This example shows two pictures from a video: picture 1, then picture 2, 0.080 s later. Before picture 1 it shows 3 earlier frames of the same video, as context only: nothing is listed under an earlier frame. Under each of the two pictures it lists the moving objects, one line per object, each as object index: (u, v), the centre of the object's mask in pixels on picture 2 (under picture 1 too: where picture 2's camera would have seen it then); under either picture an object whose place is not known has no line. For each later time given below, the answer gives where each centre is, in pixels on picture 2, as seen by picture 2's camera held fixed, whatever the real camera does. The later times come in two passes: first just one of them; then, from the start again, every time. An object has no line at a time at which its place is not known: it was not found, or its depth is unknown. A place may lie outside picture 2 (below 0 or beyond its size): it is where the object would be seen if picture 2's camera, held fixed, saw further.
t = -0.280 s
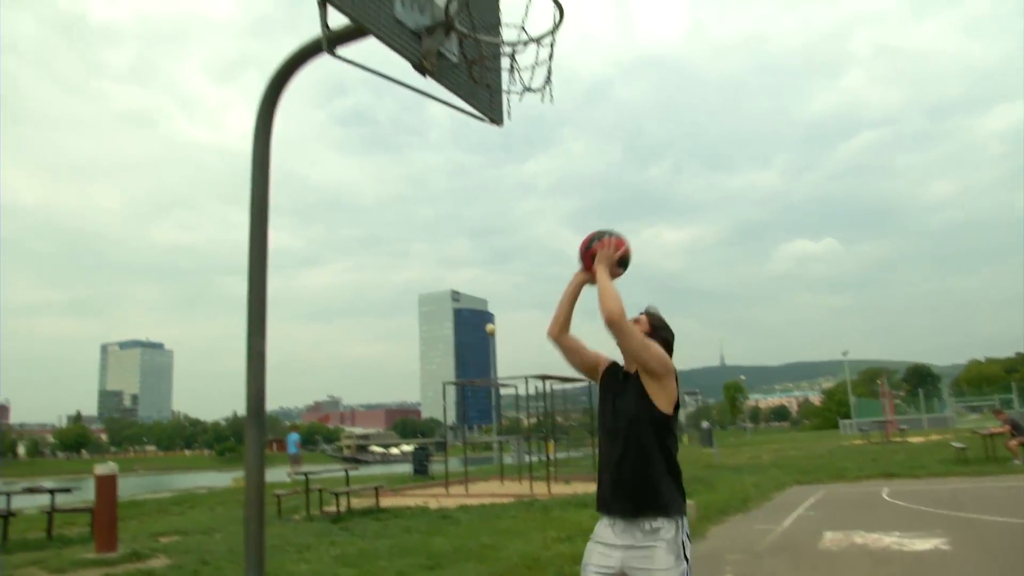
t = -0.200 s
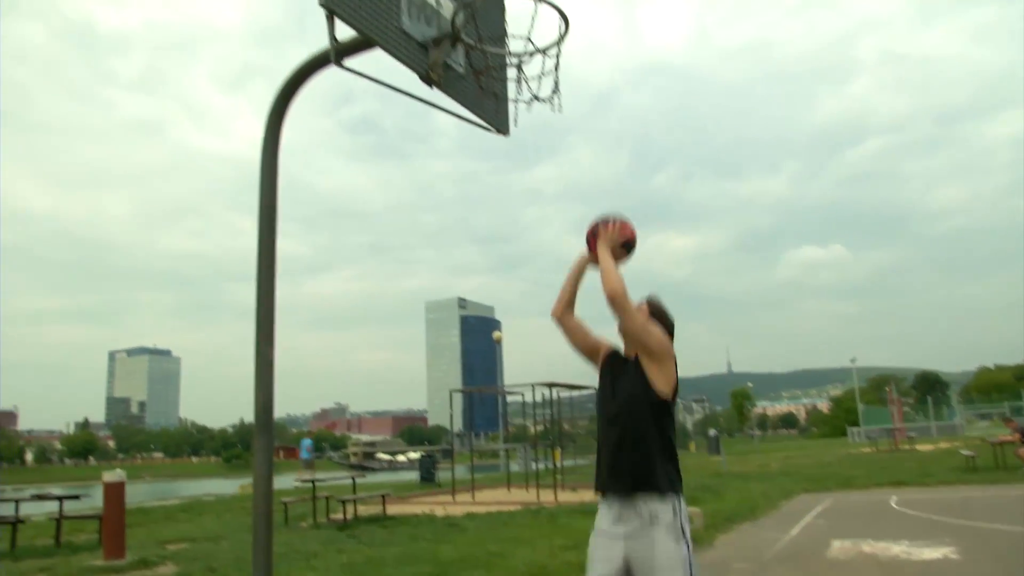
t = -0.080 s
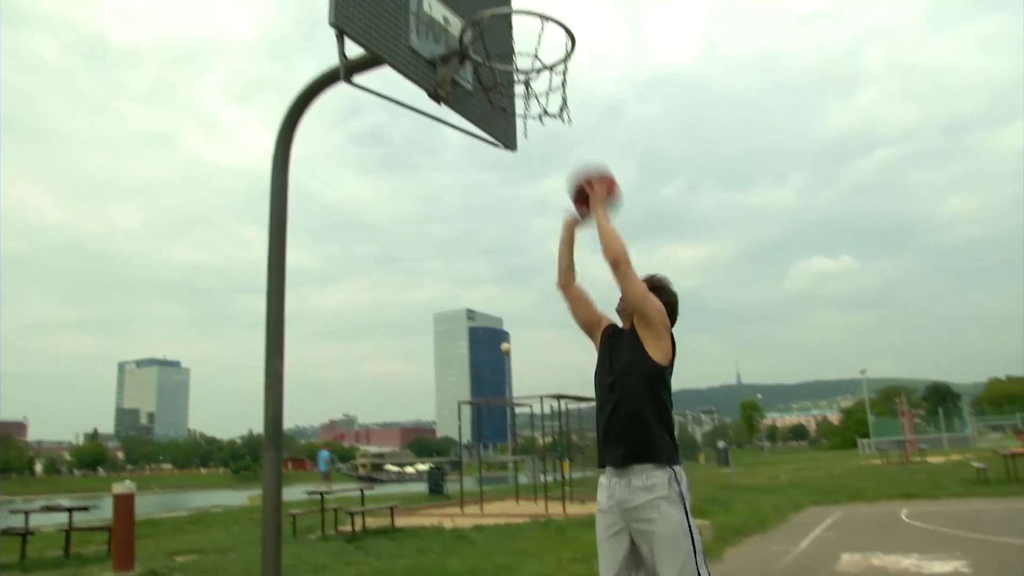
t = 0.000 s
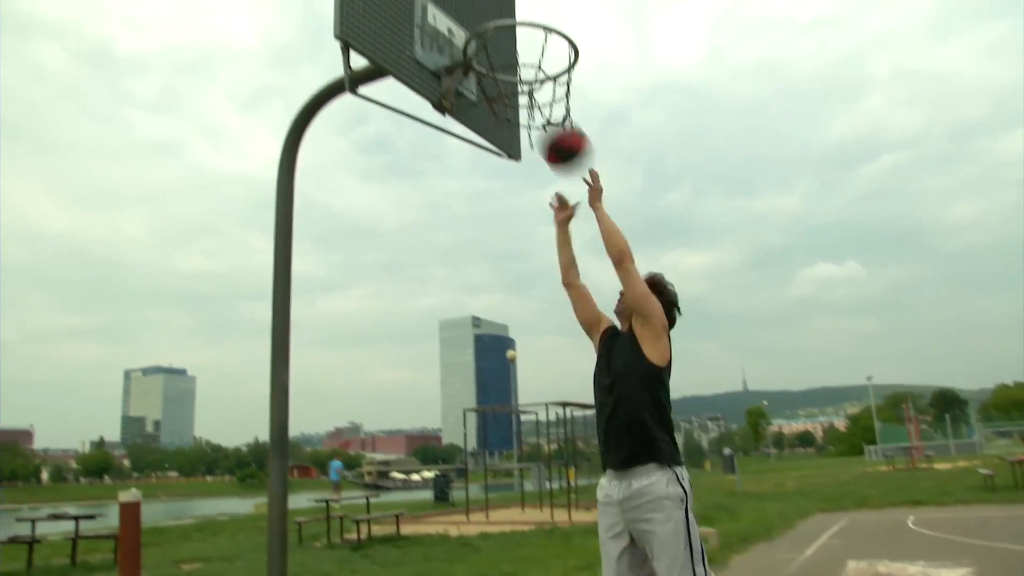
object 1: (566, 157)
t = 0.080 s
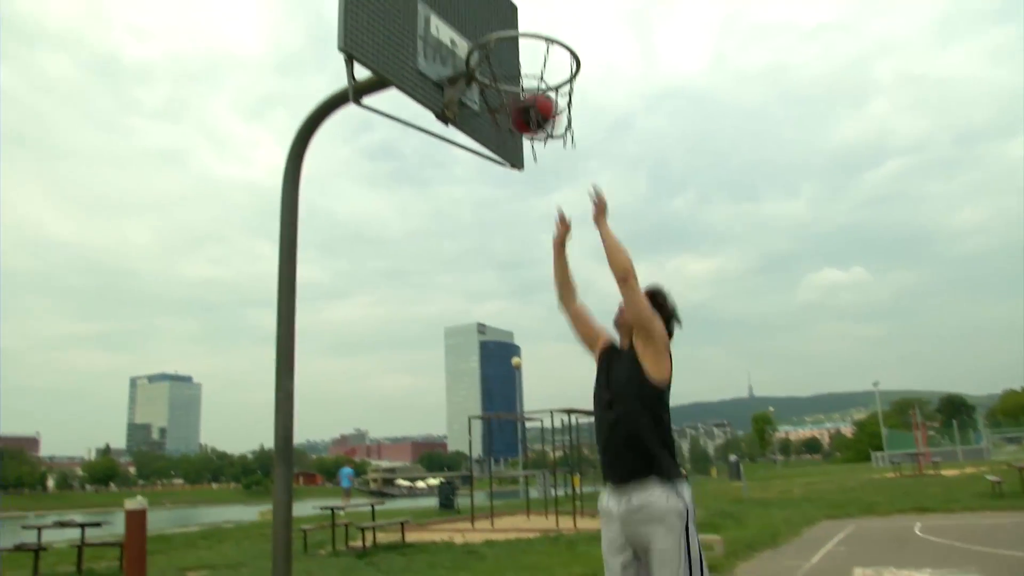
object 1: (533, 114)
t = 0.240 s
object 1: (504, 65)
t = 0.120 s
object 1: (516, 96)
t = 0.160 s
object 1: (499, 82)
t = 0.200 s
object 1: (500, 71)
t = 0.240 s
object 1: (504, 65)
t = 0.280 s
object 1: (508, 63)
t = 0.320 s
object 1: (512, 62)
